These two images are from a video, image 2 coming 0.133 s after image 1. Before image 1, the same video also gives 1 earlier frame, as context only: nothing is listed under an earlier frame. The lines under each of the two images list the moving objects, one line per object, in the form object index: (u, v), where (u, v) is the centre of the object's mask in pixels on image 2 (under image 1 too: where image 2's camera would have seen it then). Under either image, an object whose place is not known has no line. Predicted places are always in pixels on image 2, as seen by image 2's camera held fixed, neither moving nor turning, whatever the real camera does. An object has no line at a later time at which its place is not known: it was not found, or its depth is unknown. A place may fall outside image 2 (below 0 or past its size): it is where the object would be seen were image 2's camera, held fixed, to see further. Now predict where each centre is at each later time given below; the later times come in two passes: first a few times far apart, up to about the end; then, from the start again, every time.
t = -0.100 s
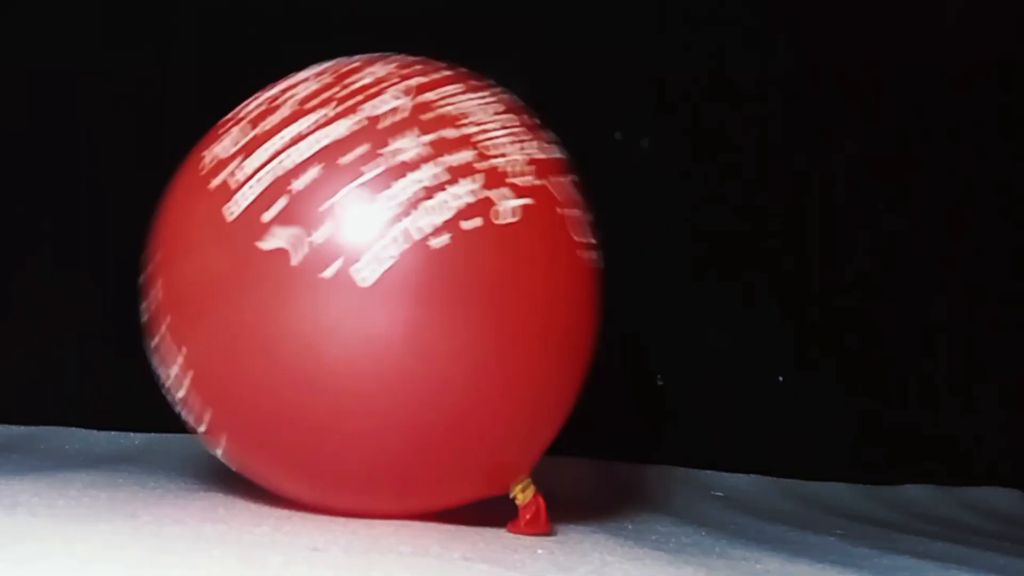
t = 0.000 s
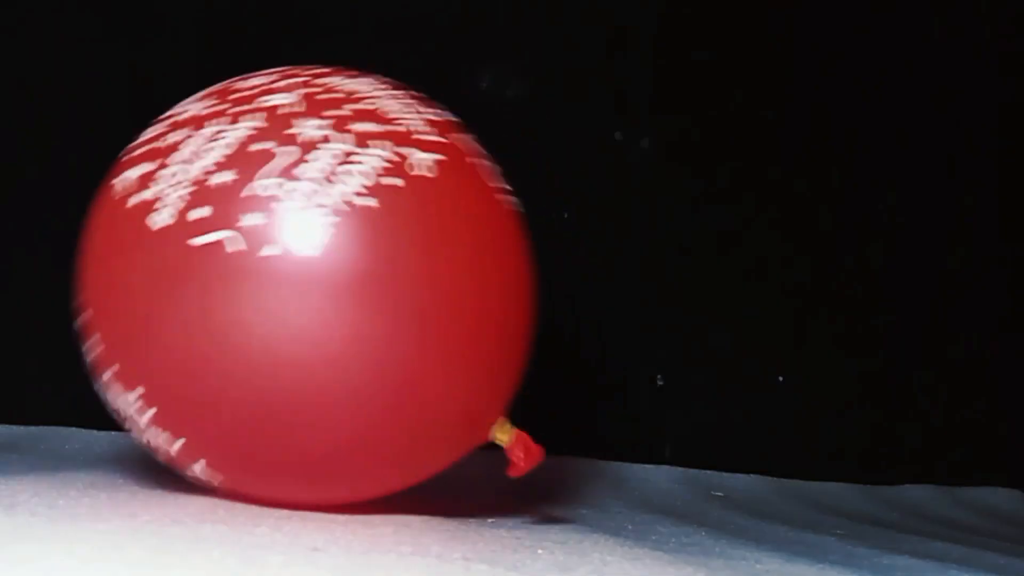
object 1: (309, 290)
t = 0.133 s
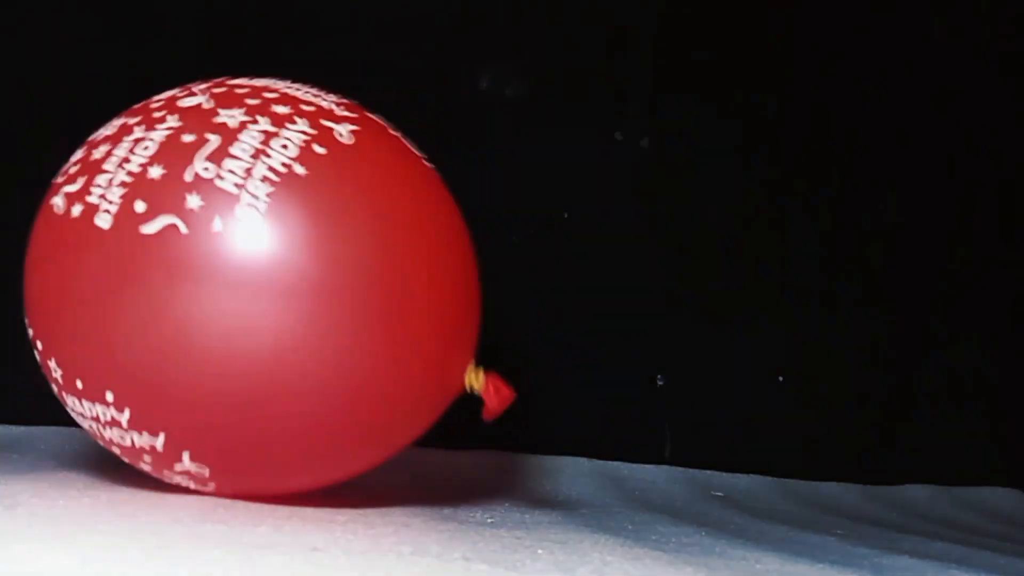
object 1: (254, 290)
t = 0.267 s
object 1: (240, 290)
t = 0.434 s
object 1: (266, 298)
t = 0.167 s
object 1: (248, 286)
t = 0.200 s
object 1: (242, 288)
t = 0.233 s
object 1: (240, 289)
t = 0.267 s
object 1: (240, 290)
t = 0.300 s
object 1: (241, 292)
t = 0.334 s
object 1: (245, 292)
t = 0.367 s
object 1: (250, 294)
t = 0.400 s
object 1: (257, 296)
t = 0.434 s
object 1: (266, 298)
